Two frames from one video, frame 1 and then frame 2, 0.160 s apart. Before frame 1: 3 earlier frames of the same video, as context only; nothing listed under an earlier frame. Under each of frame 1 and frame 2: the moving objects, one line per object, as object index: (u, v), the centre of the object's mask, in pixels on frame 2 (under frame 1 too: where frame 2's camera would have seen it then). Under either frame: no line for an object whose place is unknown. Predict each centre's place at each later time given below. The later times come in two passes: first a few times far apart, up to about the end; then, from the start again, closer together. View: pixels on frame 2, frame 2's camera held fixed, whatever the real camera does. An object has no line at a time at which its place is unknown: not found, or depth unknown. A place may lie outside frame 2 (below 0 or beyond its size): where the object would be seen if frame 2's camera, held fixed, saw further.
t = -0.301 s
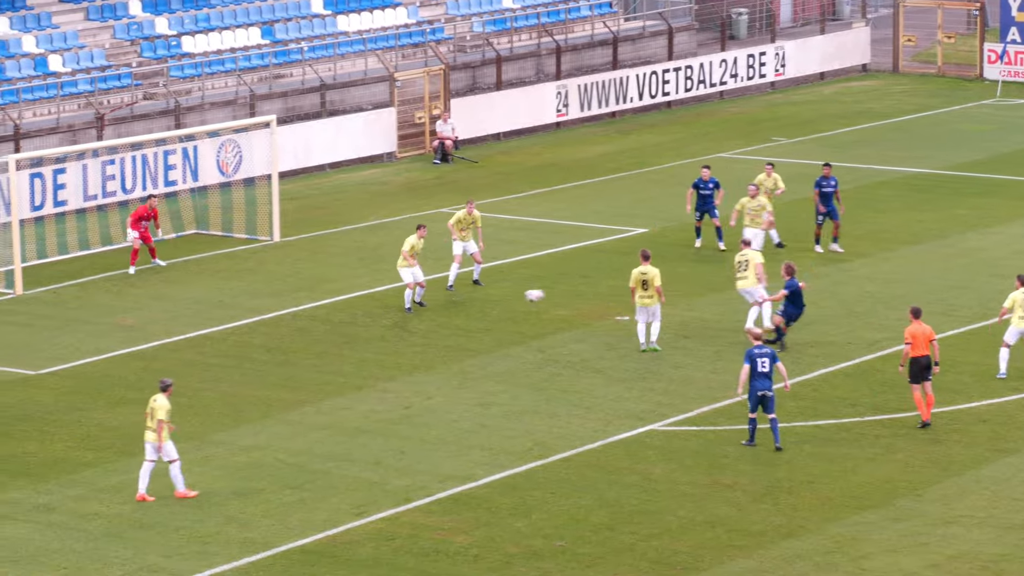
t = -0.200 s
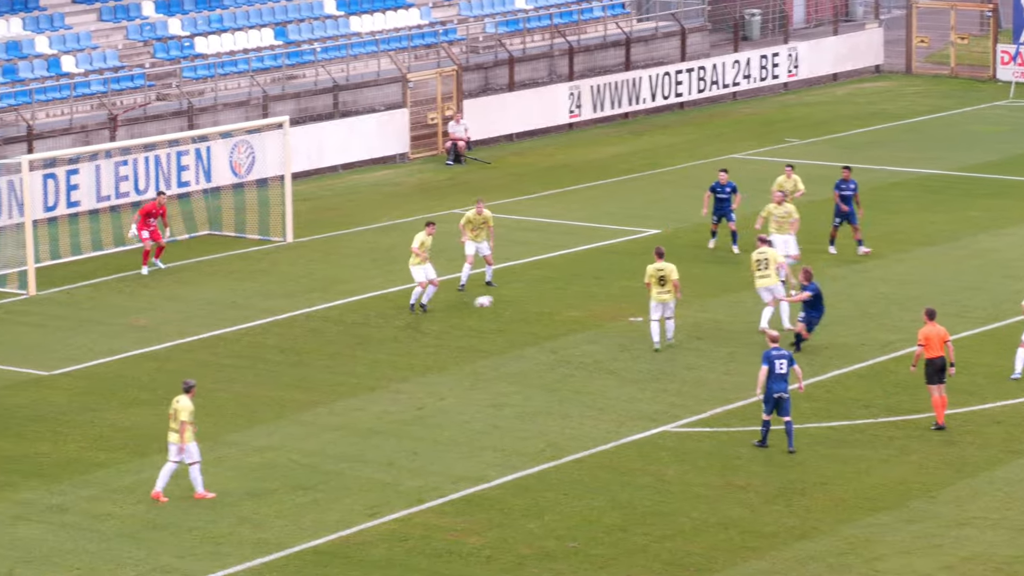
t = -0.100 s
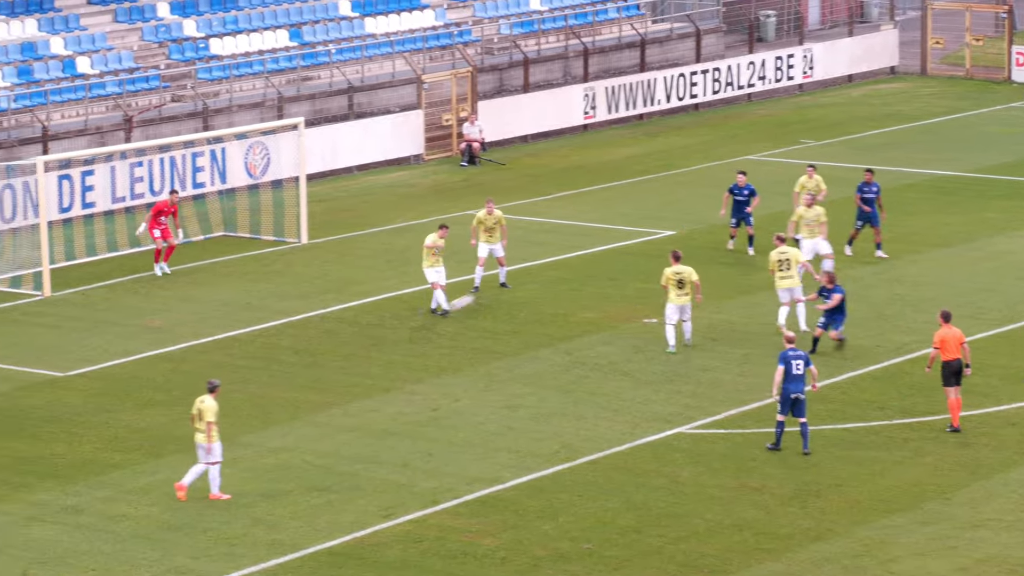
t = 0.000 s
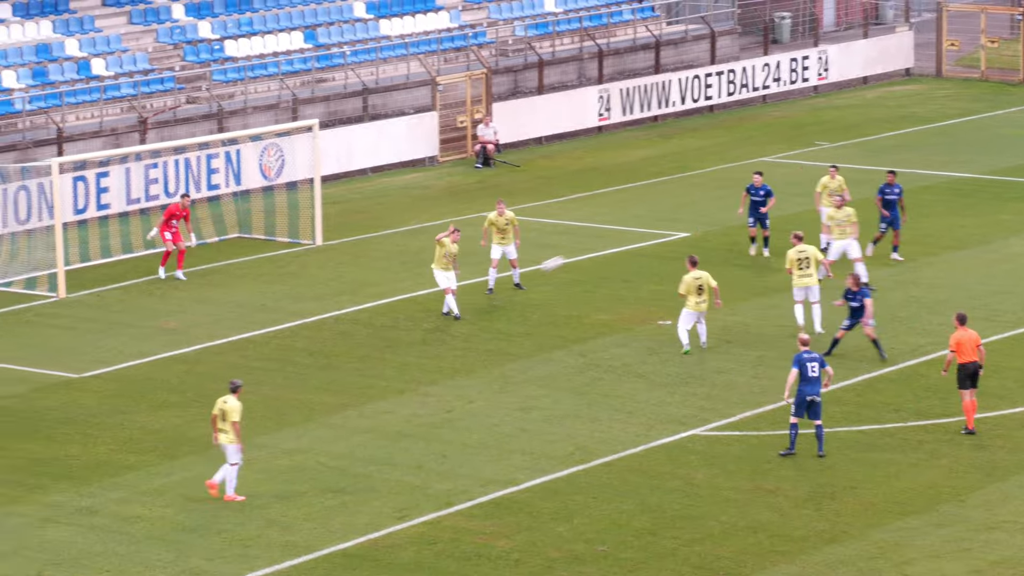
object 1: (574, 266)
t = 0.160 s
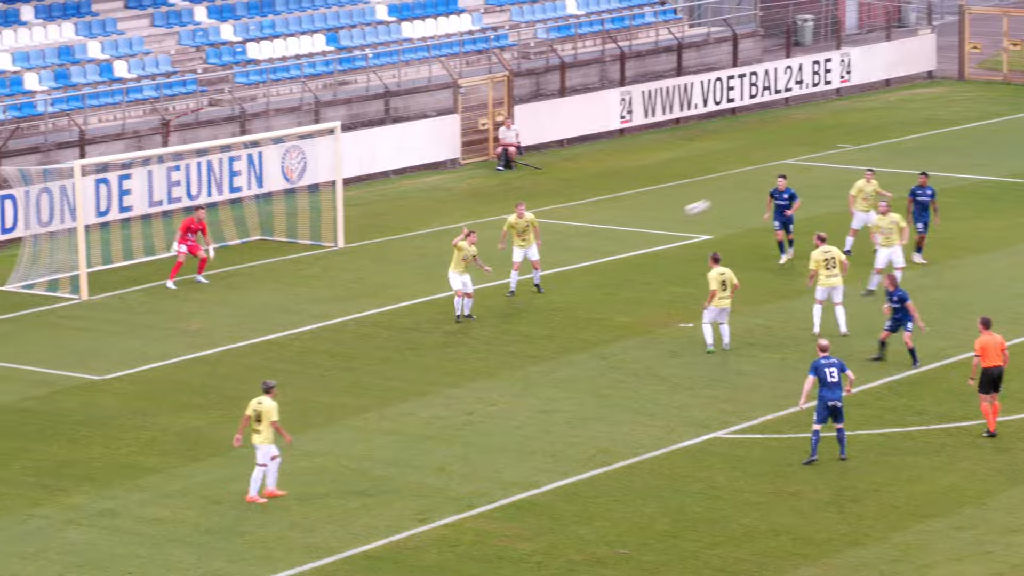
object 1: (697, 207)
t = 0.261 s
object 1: (774, 175)
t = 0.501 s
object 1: (947, 117)
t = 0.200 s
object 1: (728, 194)
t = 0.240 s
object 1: (759, 180)
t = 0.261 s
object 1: (774, 175)
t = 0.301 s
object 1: (804, 162)
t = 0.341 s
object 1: (834, 152)
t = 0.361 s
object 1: (849, 146)
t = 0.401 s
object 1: (878, 137)
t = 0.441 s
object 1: (906, 128)
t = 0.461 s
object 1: (920, 124)
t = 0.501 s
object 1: (947, 117)
